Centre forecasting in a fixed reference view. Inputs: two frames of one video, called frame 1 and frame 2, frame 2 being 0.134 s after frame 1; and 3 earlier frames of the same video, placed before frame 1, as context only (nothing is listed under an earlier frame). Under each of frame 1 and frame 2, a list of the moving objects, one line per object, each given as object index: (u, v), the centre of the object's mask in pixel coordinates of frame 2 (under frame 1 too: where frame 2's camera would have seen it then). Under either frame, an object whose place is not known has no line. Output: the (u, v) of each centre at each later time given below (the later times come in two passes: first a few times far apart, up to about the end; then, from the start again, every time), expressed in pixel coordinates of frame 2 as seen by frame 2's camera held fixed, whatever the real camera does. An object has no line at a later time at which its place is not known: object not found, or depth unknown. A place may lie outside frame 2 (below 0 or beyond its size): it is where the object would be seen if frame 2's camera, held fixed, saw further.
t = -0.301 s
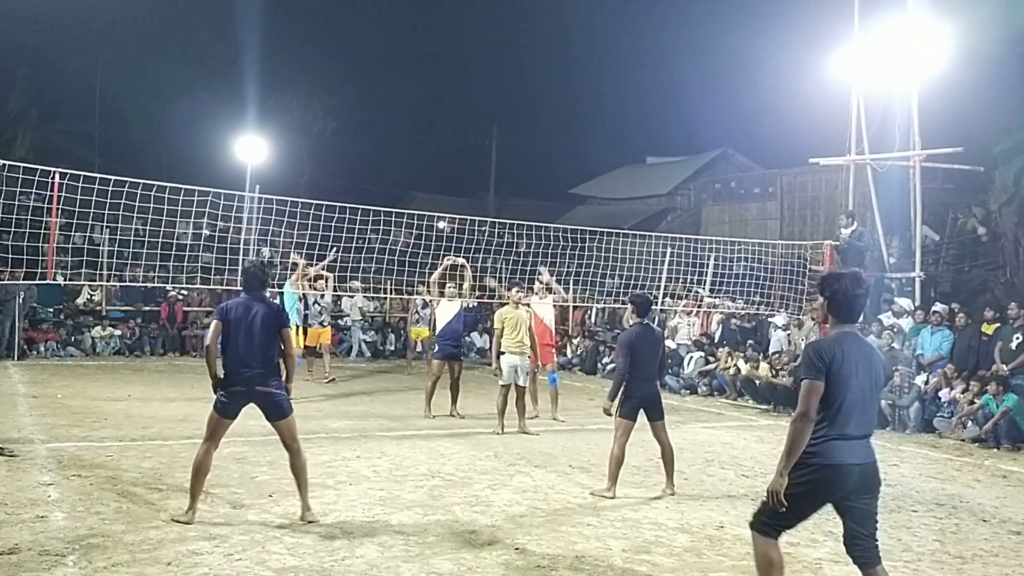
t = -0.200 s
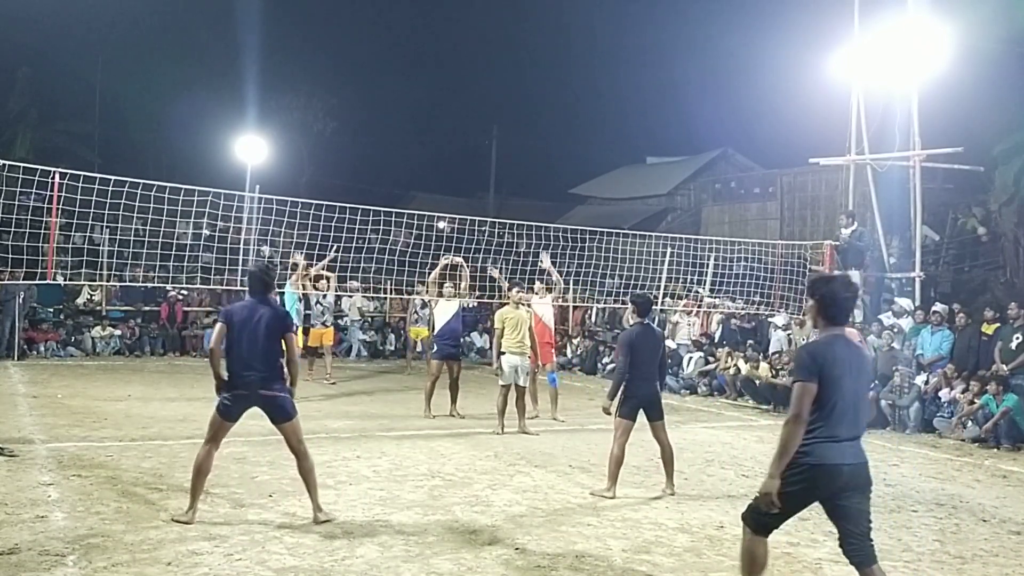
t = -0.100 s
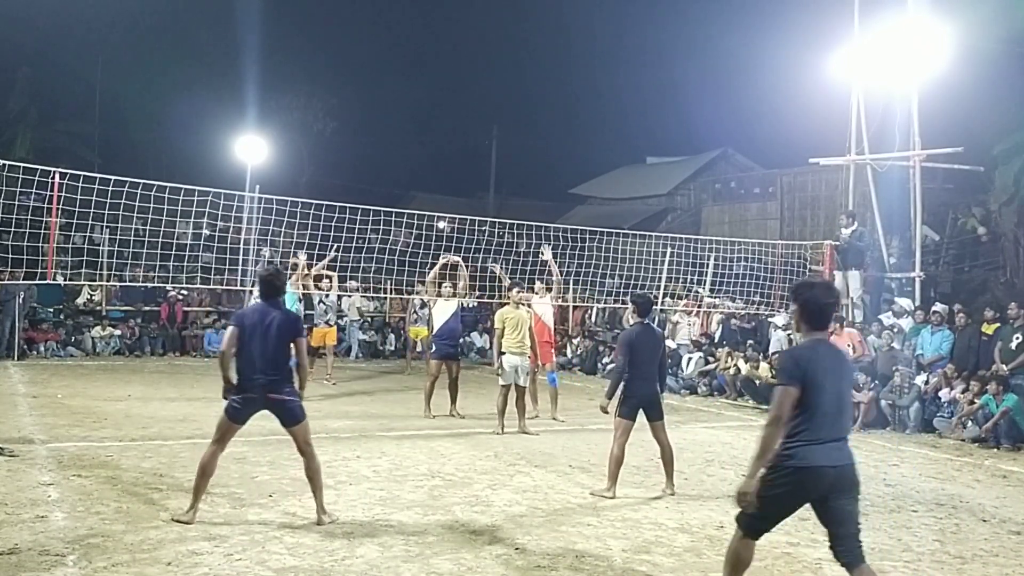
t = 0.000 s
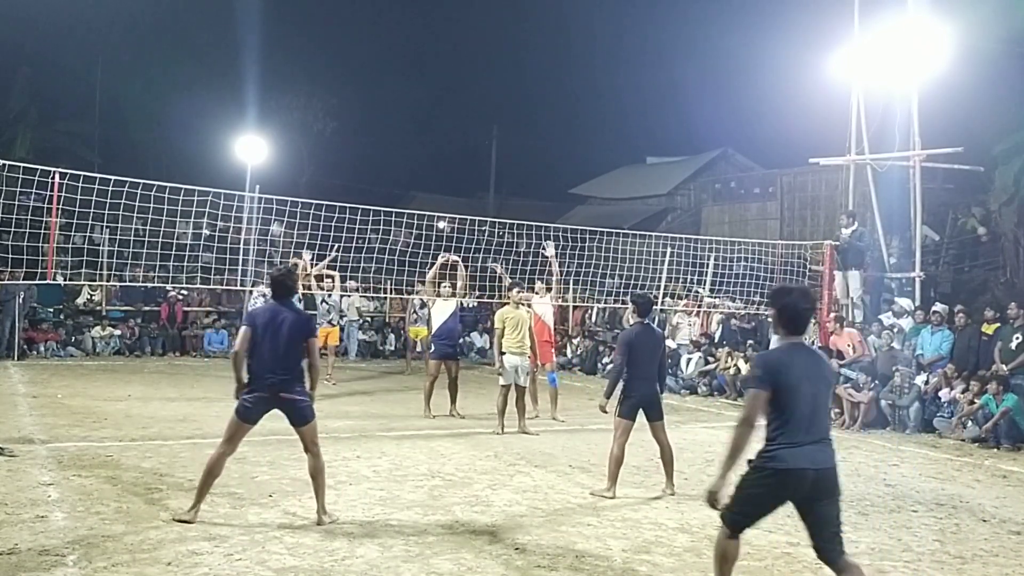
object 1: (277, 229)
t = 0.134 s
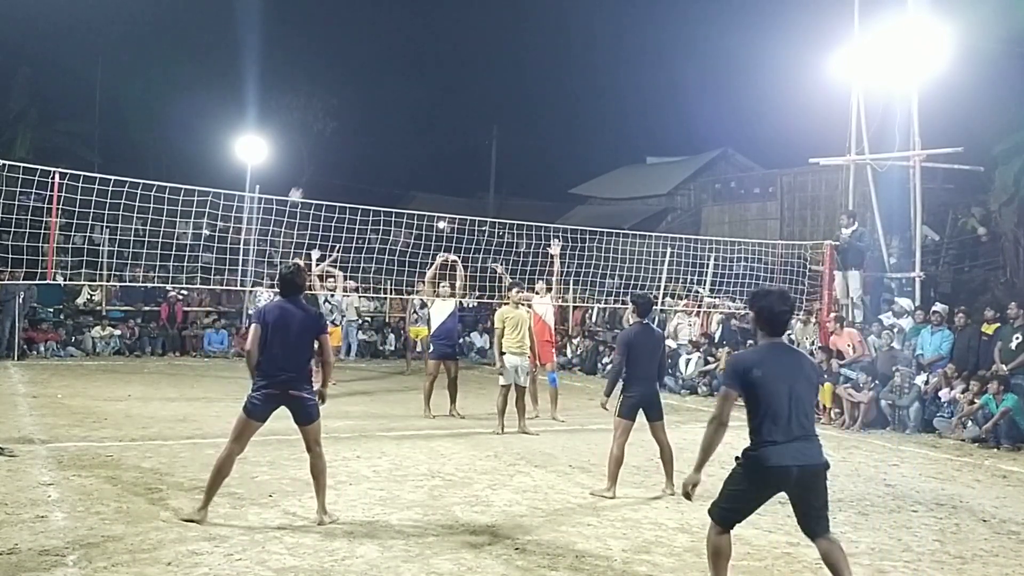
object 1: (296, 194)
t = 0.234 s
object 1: (312, 172)
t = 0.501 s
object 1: (366, 127)
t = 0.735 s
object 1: (429, 117)
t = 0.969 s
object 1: (507, 153)
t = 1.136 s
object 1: (590, 228)
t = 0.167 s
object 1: (300, 188)
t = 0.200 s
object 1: (306, 180)
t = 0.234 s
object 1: (312, 172)
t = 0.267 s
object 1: (318, 165)
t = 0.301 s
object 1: (324, 158)
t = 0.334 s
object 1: (331, 152)
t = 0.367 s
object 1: (337, 146)
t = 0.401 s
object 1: (344, 141)
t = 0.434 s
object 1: (352, 135)
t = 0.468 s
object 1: (359, 131)
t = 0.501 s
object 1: (366, 127)
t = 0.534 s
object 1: (375, 123)
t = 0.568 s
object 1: (383, 120)
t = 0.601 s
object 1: (392, 118)
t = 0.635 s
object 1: (401, 116)
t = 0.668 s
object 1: (410, 115)
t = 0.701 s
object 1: (419, 116)
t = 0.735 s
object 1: (429, 117)
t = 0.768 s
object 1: (439, 119)
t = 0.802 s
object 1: (448, 121)
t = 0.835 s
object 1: (459, 125)
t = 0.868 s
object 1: (470, 130)
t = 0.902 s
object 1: (481, 136)
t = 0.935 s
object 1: (494, 144)
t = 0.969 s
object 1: (507, 153)
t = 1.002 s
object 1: (521, 164)
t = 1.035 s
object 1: (537, 177)
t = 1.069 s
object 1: (553, 191)
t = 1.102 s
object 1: (571, 208)
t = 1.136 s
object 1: (590, 228)
